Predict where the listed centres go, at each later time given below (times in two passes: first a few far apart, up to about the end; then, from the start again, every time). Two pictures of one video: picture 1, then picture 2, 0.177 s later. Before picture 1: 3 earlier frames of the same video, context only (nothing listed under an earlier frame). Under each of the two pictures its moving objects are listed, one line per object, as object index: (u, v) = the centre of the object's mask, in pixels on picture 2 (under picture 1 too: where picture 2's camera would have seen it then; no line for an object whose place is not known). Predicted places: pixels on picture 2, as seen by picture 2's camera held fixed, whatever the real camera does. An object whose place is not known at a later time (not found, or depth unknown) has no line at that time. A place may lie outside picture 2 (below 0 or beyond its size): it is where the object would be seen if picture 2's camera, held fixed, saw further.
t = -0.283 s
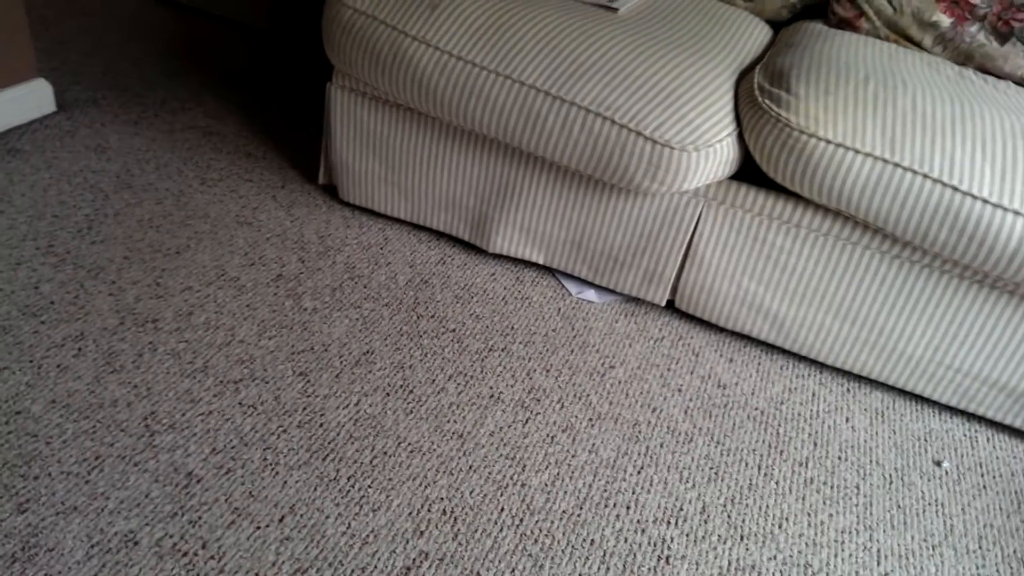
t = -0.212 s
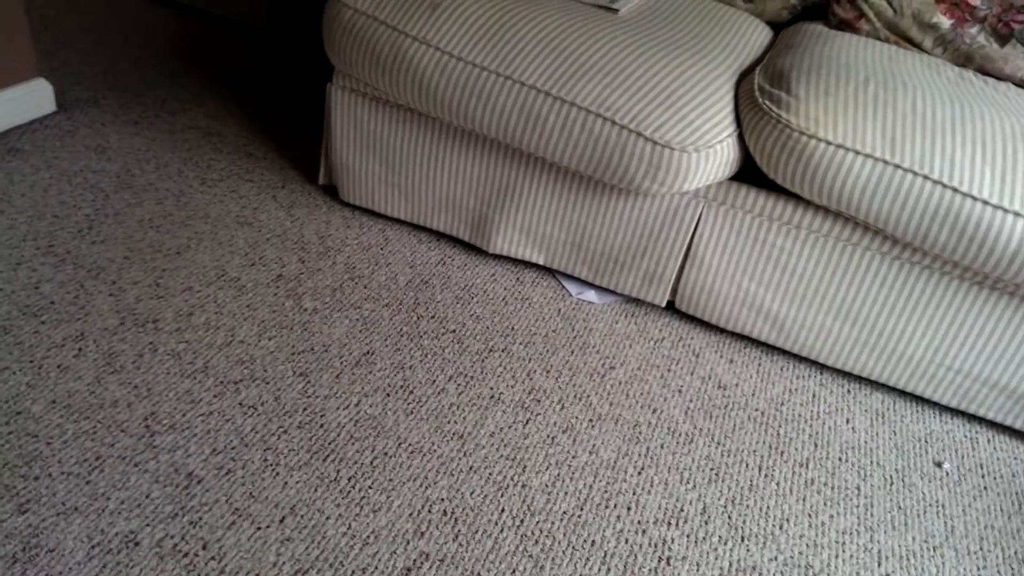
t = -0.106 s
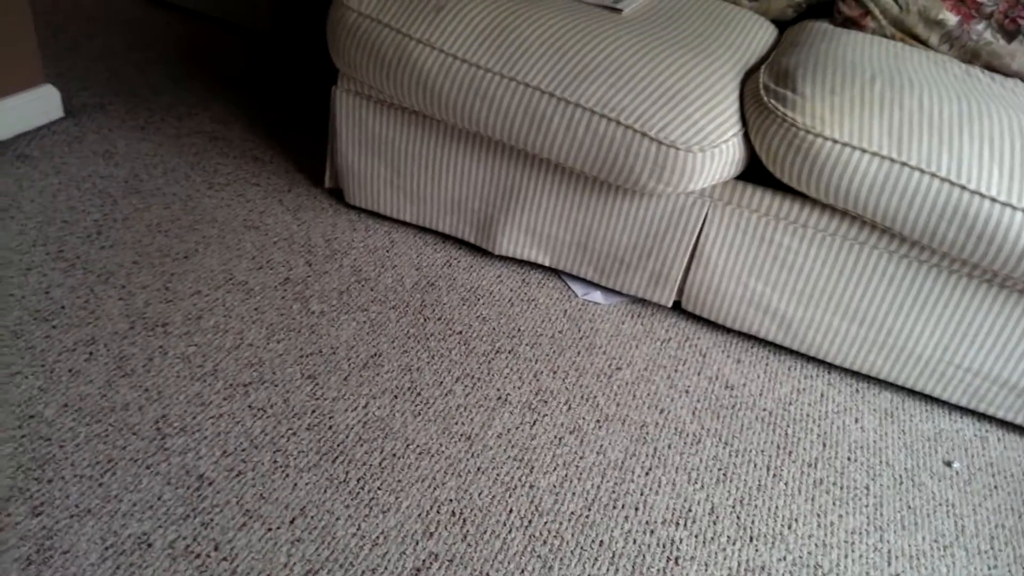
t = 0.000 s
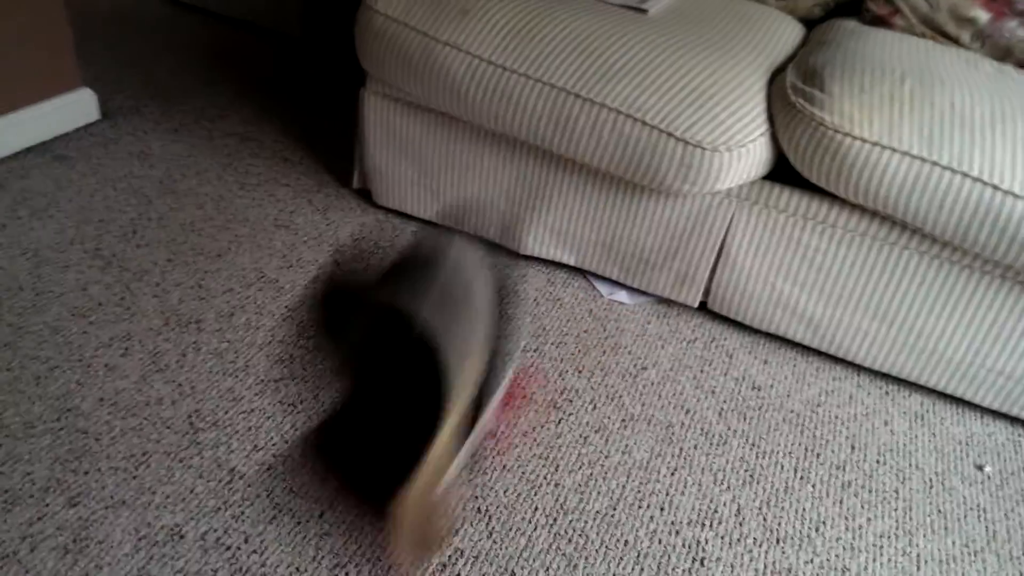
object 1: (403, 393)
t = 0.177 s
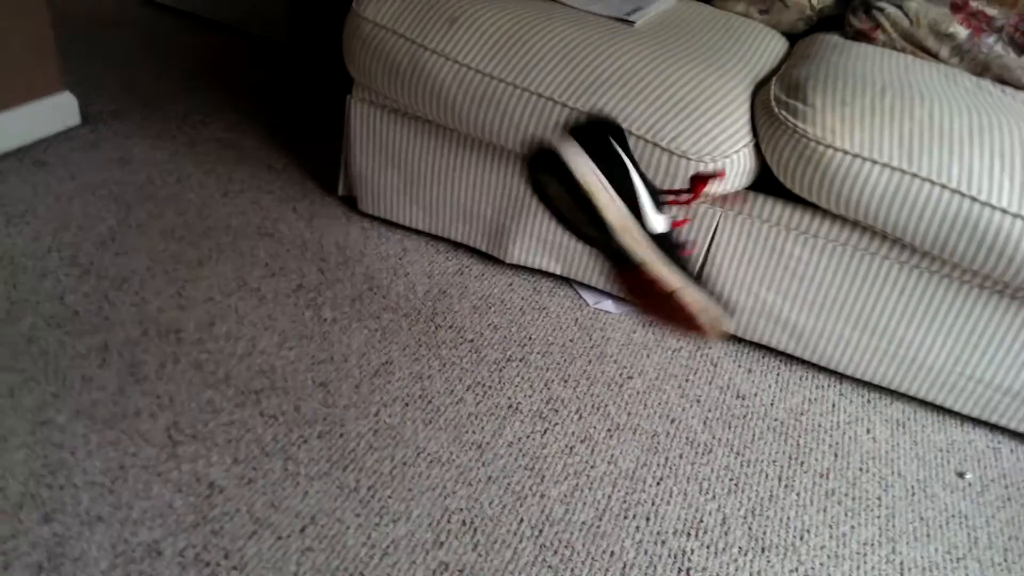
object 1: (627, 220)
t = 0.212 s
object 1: (649, 228)
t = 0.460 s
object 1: (711, 342)
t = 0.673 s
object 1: (715, 390)
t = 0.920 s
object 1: (723, 400)
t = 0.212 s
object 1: (649, 228)
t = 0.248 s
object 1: (666, 242)
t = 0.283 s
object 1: (677, 258)
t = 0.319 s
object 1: (682, 278)
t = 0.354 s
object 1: (692, 317)
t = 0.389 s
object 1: (706, 333)
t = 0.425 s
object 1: (710, 337)
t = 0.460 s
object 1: (711, 342)
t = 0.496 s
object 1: (712, 350)
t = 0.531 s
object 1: (711, 358)
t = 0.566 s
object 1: (712, 363)
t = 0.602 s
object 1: (713, 372)
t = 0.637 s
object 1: (712, 384)
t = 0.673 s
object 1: (715, 390)
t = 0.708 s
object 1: (719, 394)
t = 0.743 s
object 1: (721, 396)
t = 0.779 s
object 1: (722, 398)
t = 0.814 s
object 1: (724, 401)
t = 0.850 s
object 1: (723, 400)
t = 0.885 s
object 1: (723, 400)
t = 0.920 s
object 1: (723, 400)
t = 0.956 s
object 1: (724, 400)
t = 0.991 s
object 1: (724, 400)
